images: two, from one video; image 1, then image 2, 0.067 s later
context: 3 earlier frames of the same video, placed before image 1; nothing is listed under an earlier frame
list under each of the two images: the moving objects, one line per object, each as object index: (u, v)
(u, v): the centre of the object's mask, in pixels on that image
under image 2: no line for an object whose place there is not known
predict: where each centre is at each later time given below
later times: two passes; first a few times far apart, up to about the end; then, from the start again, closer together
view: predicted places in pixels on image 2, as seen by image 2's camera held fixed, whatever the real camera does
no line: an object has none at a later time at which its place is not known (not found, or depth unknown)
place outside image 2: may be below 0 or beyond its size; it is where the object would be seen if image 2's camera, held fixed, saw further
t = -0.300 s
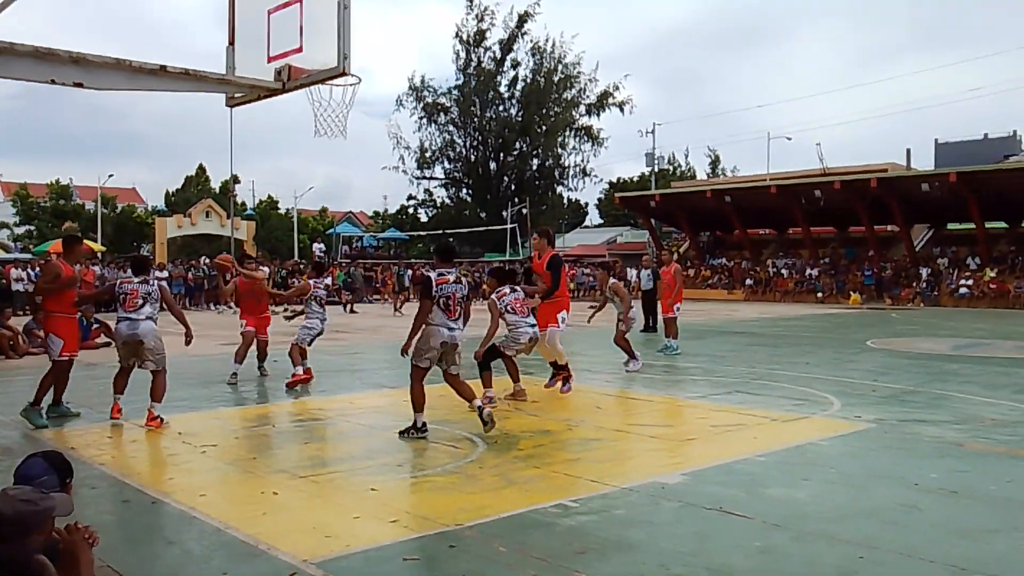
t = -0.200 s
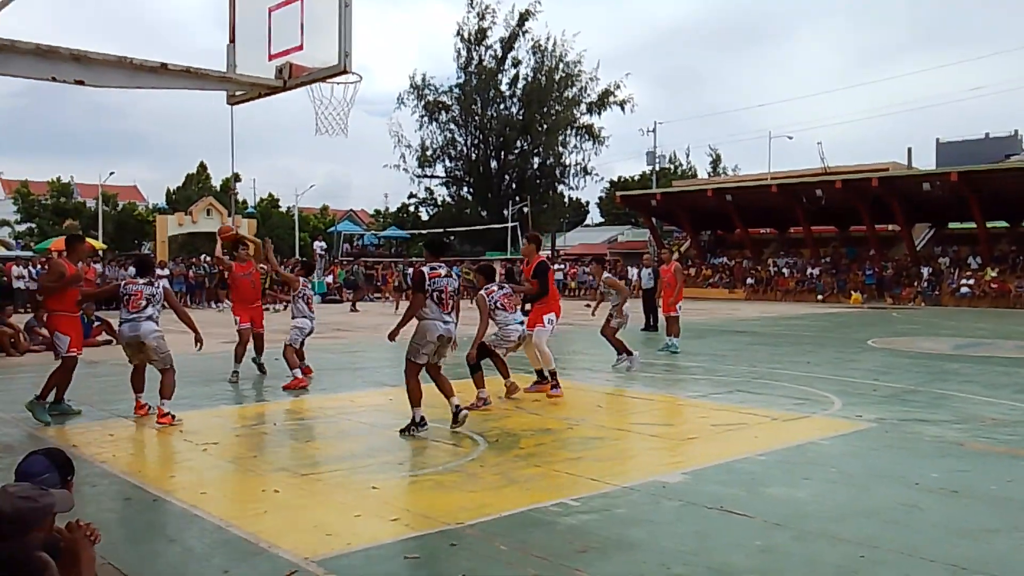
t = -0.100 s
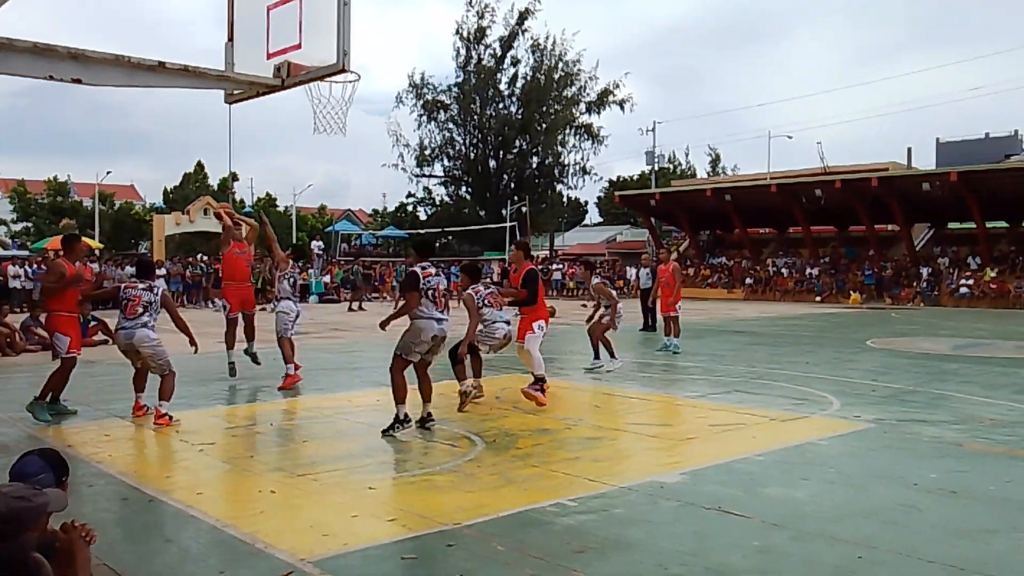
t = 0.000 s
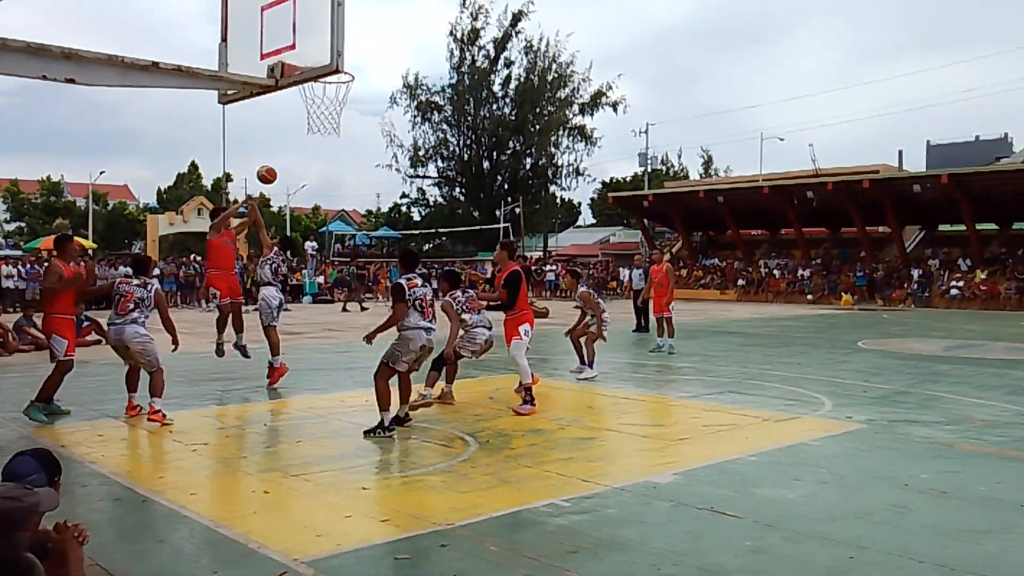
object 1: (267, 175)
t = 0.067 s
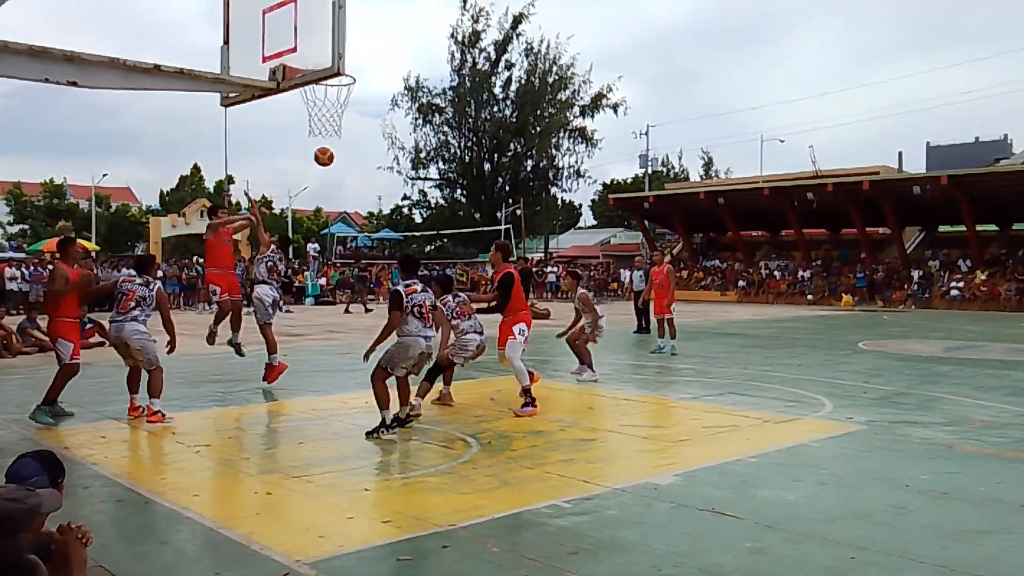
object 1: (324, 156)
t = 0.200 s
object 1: (440, 124)
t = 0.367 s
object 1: (600, 103)
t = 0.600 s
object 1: (854, 116)
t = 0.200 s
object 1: (440, 124)
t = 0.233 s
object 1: (471, 119)
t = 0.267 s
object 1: (502, 114)
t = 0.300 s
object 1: (534, 108)
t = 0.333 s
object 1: (566, 105)
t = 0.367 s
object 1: (600, 103)
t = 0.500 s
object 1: (741, 103)
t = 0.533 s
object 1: (778, 106)
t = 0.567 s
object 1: (816, 110)
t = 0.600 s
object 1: (854, 116)
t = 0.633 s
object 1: (893, 122)
